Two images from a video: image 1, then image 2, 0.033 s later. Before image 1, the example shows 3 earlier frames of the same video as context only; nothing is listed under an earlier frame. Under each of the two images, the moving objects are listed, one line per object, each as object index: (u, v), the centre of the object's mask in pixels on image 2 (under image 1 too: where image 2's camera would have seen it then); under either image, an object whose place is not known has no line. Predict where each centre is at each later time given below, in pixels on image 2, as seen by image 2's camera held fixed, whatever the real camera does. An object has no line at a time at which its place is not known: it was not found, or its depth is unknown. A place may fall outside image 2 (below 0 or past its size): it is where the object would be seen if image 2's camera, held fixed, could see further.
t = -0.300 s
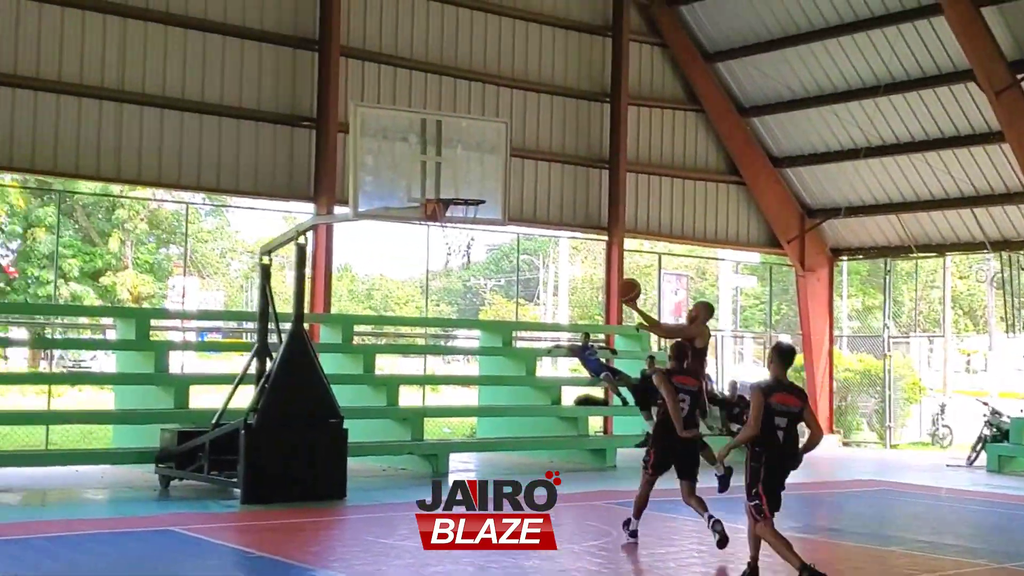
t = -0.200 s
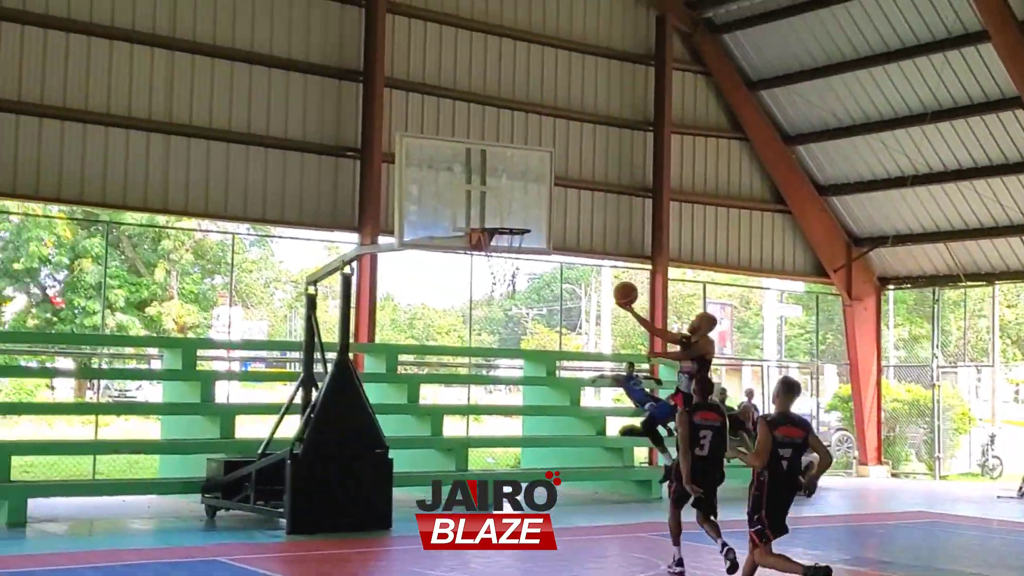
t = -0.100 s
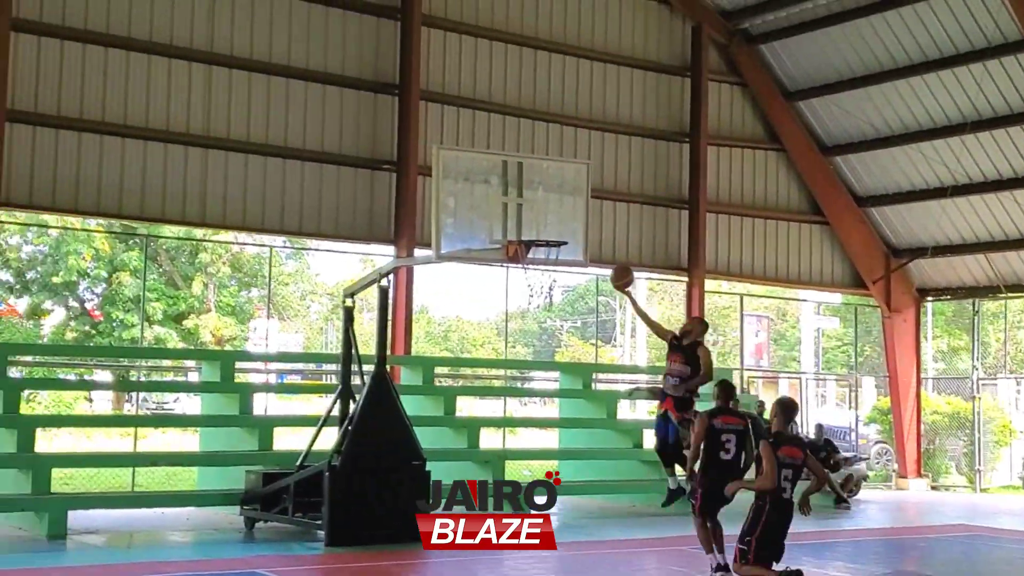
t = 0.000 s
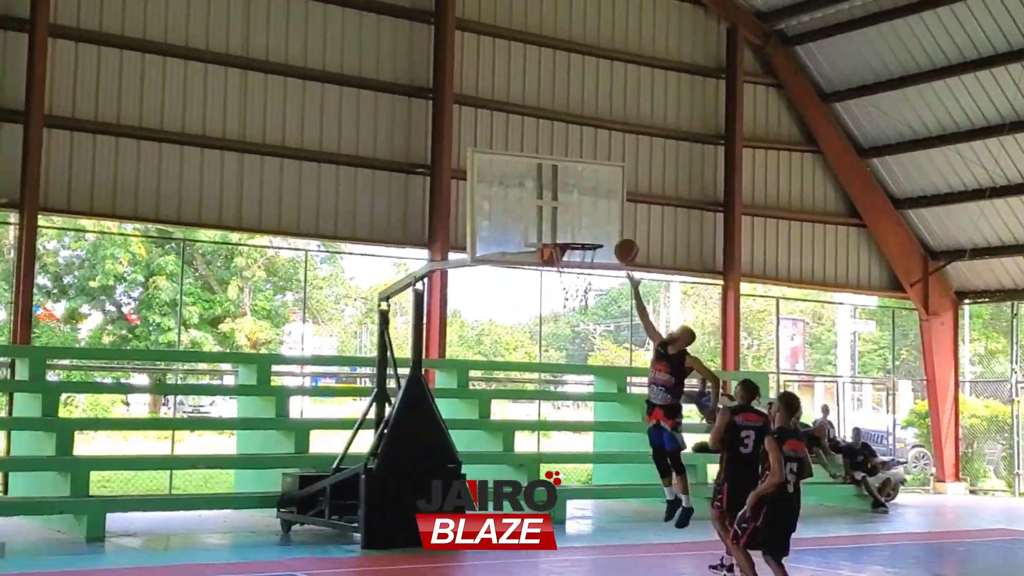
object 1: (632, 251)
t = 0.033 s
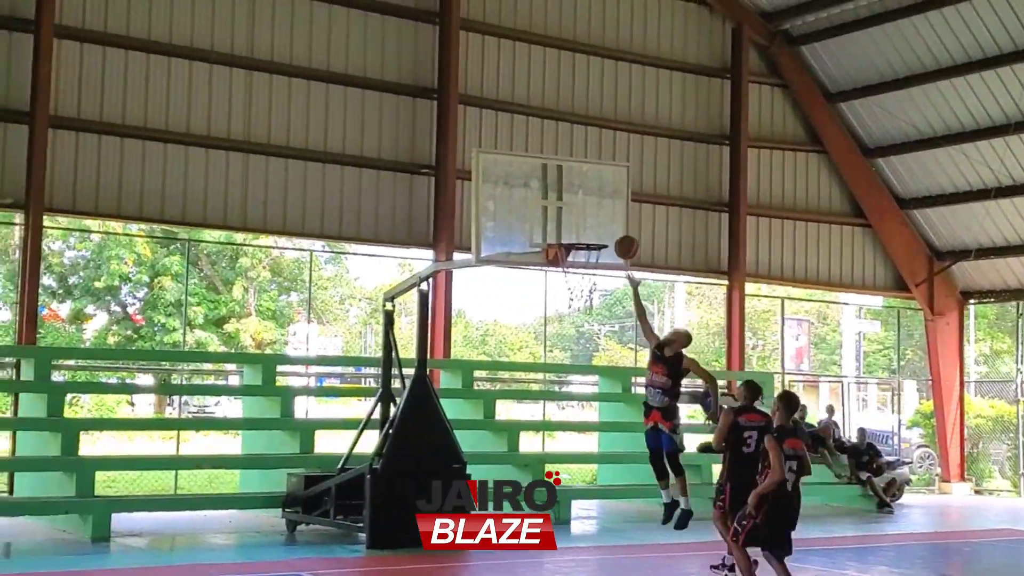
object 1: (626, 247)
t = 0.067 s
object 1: (616, 241)
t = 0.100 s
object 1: (606, 235)
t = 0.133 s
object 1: (596, 231)
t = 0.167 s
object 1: (591, 229)
